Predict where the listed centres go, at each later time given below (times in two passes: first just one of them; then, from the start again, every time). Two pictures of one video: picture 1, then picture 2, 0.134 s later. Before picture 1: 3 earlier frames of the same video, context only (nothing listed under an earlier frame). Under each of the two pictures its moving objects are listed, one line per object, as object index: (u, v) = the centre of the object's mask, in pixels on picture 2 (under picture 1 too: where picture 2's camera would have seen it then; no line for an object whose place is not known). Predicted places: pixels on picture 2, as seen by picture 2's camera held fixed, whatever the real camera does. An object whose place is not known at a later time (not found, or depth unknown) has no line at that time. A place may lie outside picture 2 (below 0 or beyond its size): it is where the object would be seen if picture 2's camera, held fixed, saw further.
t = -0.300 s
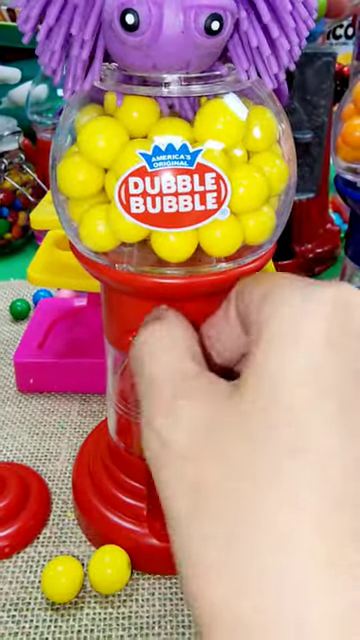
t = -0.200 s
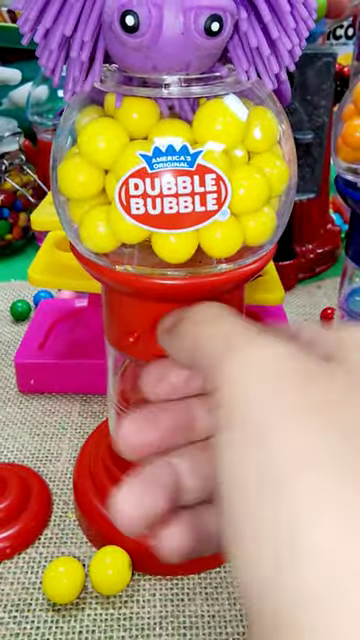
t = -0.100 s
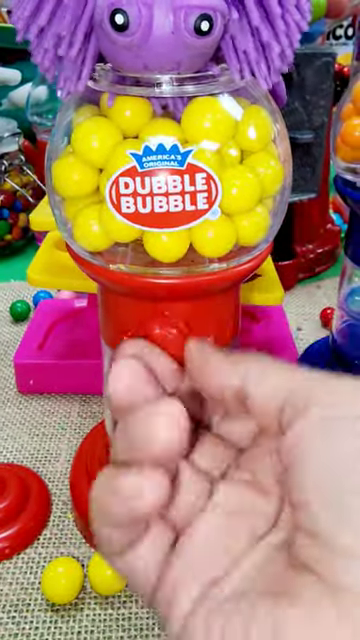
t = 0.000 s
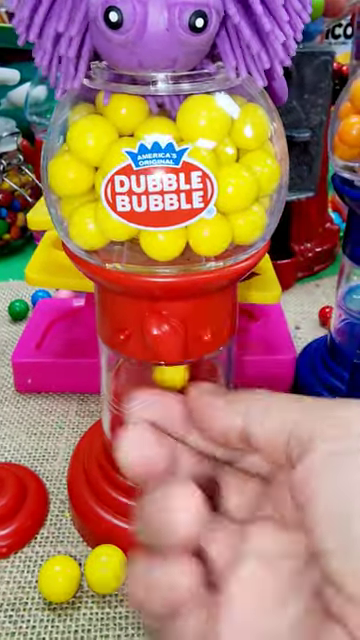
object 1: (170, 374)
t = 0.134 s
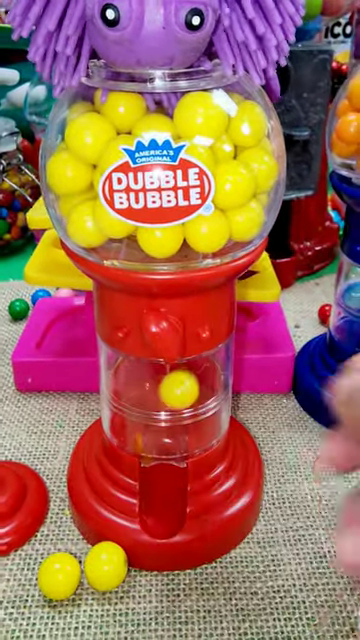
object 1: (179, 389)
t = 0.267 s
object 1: (180, 375)
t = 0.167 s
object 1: (161, 392)
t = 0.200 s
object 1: (155, 381)
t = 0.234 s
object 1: (167, 375)
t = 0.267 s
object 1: (180, 375)
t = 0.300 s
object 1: (184, 379)
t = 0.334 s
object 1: (180, 388)
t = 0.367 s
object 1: (164, 393)
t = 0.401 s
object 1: (157, 384)
